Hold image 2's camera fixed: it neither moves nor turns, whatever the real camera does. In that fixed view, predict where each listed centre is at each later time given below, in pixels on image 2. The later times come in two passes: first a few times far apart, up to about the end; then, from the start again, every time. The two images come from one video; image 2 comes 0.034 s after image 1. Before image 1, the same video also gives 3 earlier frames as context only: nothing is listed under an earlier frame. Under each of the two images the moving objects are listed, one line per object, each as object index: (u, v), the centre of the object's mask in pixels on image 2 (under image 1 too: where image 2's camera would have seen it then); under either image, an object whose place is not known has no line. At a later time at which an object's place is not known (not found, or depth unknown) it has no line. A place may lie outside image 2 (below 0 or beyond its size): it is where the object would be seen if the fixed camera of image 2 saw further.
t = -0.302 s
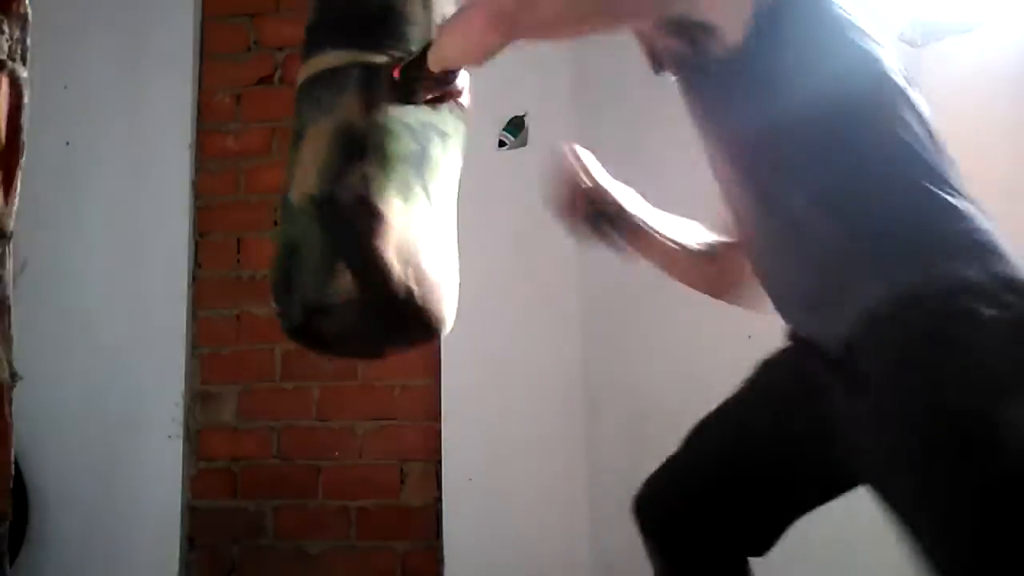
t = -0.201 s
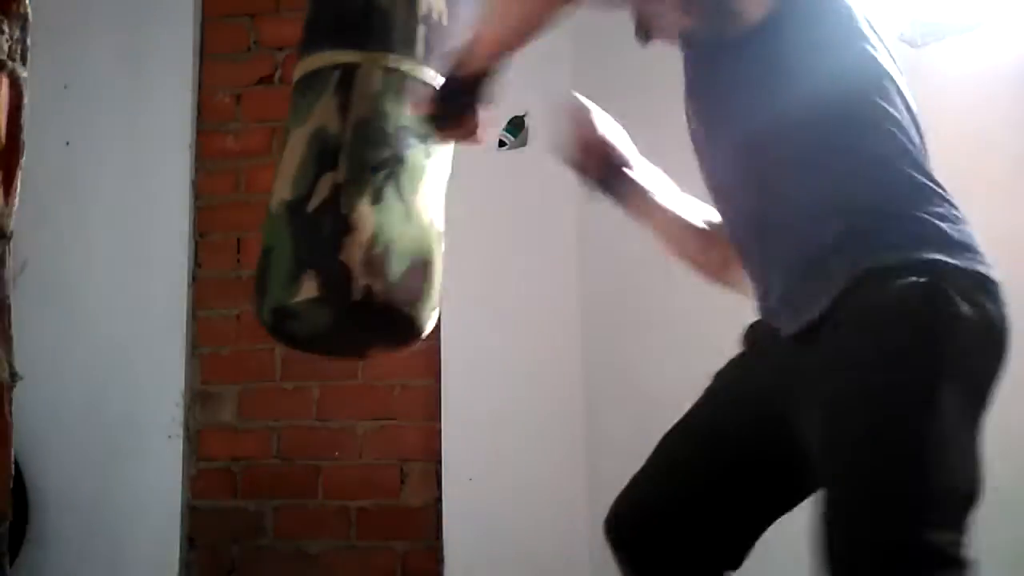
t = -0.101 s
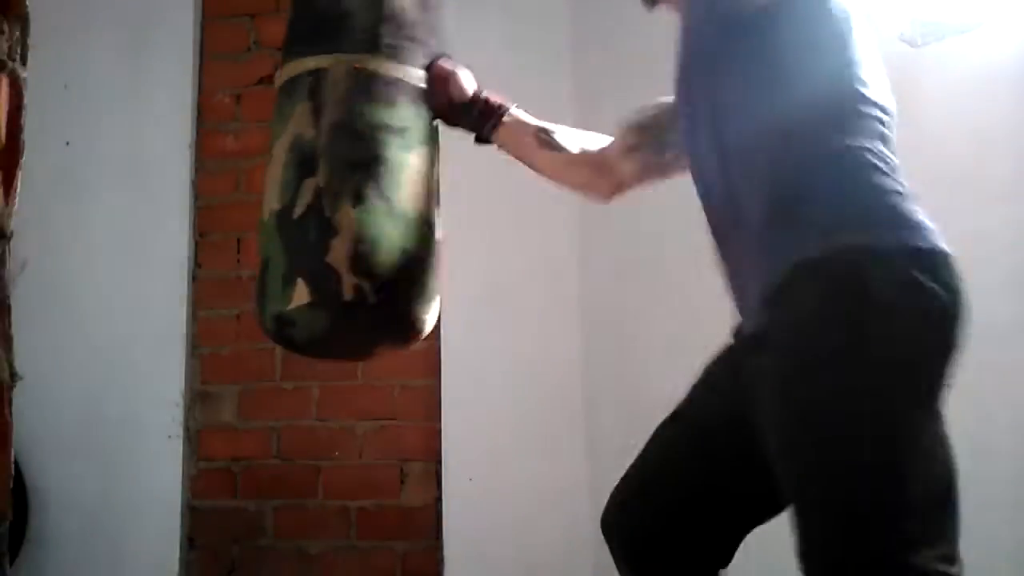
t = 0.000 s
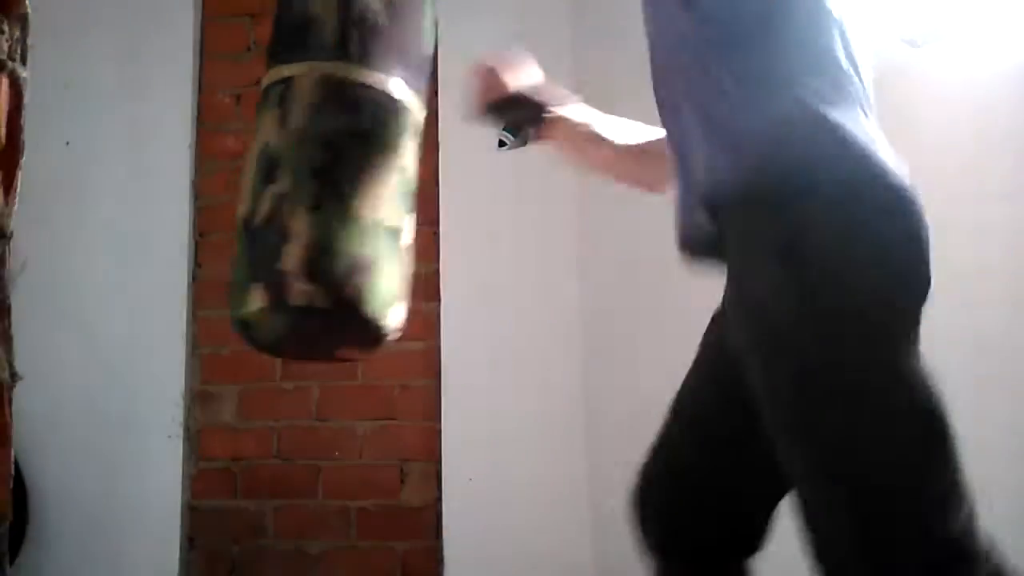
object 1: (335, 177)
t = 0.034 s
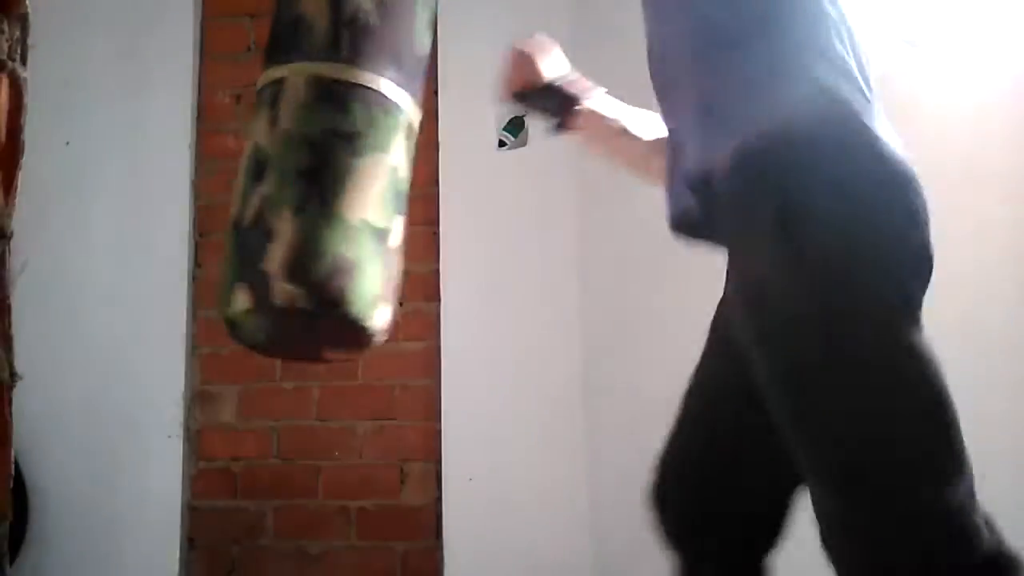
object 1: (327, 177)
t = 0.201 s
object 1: (308, 168)
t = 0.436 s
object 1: (327, 168)
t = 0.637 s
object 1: (374, 173)
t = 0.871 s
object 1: (448, 178)
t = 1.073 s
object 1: (511, 175)
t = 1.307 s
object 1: (572, 174)
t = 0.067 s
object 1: (323, 175)
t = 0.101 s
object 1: (316, 173)
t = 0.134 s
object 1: (314, 171)
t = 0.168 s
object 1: (311, 171)
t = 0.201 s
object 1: (308, 168)
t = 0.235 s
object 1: (305, 170)
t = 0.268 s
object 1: (305, 173)
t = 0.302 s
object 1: (307, 173)
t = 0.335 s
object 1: (313, 171)
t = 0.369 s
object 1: (316, 170)
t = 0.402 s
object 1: (322, 167)
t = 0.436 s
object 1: (327, 168)
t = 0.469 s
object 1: (333, 170)
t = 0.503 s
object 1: (340, 174)
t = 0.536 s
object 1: (348, 175)
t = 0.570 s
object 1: (354, 172)
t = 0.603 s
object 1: (363, 172)
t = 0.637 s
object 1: (374, 173)
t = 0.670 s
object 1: (385, 174)
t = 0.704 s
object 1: (393, 176)
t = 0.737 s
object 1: (404, 174)
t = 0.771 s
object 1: (415, 175)
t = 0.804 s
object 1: (426, 176)
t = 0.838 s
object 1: (437, 176)
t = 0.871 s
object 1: (448, 178)
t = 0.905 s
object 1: (459, 179)
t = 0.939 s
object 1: (470, 179)
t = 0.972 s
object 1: (482, 180)
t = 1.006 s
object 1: (491, 178)
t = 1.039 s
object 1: (501, 177)
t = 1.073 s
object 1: (511, 175)
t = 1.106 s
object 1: (523, 178)
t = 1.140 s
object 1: (533, 176)
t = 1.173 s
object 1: (541, 176)
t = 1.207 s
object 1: (548, 174)
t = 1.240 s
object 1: (559, 176)
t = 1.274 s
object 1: (565, 173)
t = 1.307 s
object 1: (572, 174)
